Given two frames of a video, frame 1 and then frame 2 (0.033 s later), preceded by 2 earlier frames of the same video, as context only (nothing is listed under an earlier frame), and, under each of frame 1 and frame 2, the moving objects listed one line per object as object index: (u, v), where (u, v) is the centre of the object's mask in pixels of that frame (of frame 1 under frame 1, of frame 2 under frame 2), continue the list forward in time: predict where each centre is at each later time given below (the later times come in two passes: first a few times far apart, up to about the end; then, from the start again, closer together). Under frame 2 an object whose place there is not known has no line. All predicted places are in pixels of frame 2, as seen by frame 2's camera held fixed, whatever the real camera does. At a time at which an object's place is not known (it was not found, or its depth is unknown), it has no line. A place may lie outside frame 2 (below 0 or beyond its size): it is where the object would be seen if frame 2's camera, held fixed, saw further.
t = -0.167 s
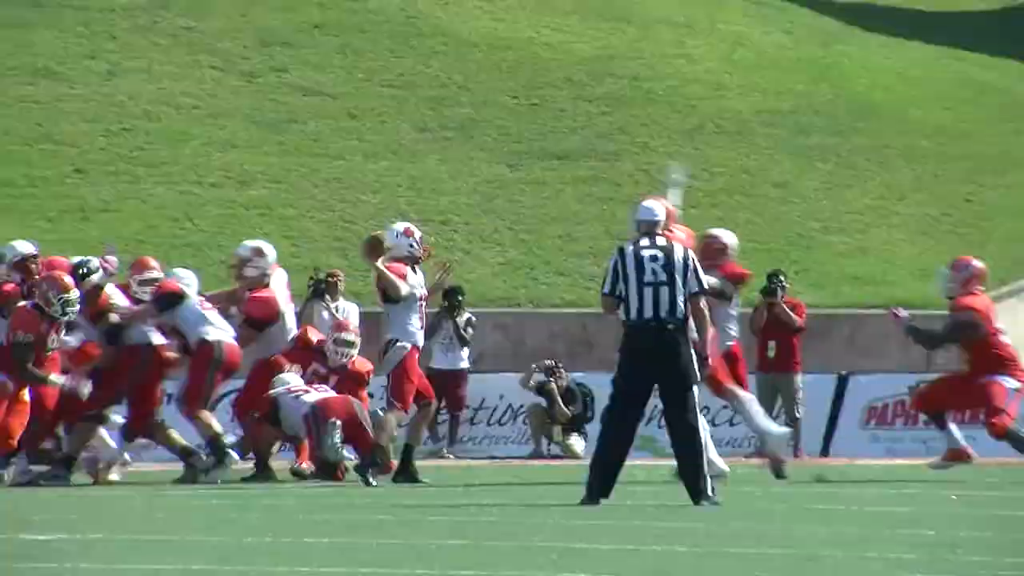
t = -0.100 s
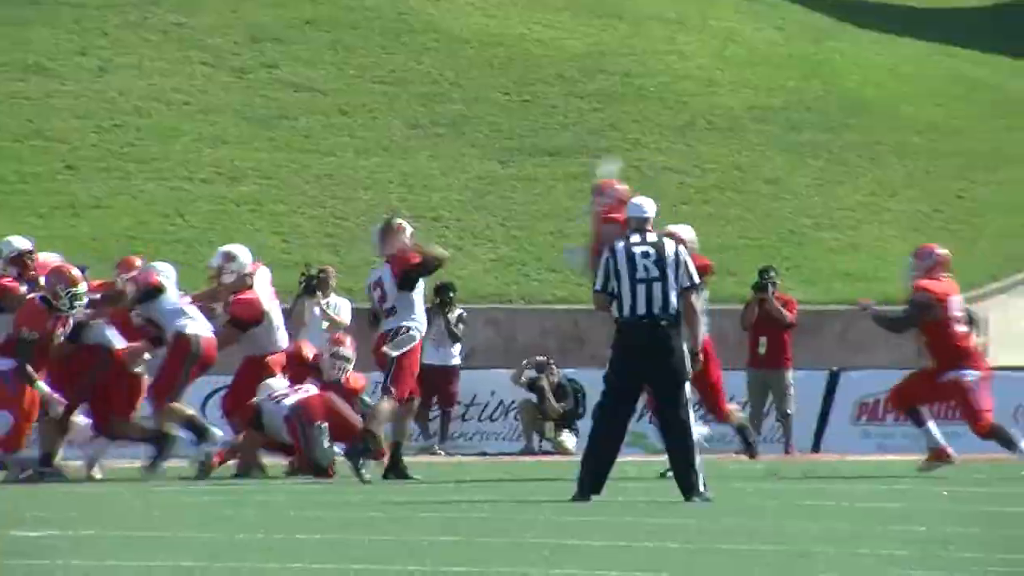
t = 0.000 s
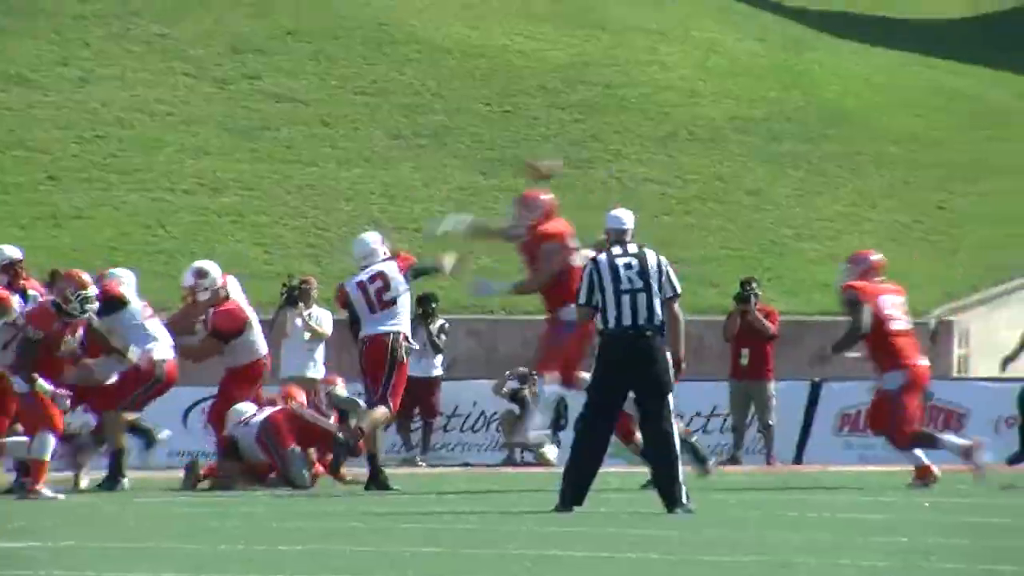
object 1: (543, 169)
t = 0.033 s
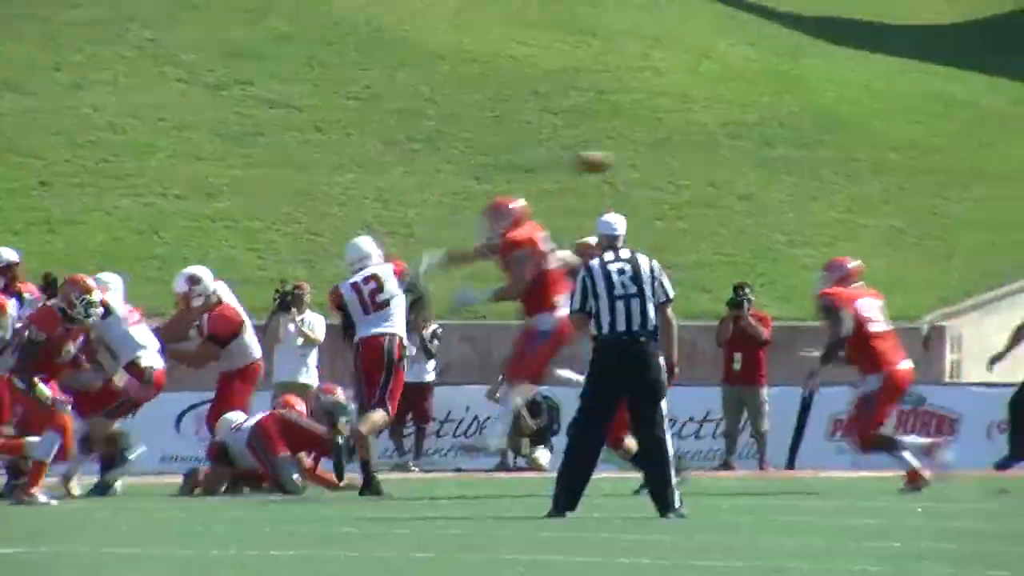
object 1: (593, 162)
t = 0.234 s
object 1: (939, 118)
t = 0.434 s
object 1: (1297, 128)
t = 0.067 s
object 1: (652, 150)
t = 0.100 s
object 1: (711, 140)
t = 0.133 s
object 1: (767, 133)
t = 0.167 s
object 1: (826, 125)
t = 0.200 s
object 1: (883, 119)
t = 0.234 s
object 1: (939, 118)
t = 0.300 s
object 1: (1057, 118)
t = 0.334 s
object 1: (1118, 119)
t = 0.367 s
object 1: (1175, 122)
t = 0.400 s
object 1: (1231, 126)
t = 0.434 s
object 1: (1297, 128)
